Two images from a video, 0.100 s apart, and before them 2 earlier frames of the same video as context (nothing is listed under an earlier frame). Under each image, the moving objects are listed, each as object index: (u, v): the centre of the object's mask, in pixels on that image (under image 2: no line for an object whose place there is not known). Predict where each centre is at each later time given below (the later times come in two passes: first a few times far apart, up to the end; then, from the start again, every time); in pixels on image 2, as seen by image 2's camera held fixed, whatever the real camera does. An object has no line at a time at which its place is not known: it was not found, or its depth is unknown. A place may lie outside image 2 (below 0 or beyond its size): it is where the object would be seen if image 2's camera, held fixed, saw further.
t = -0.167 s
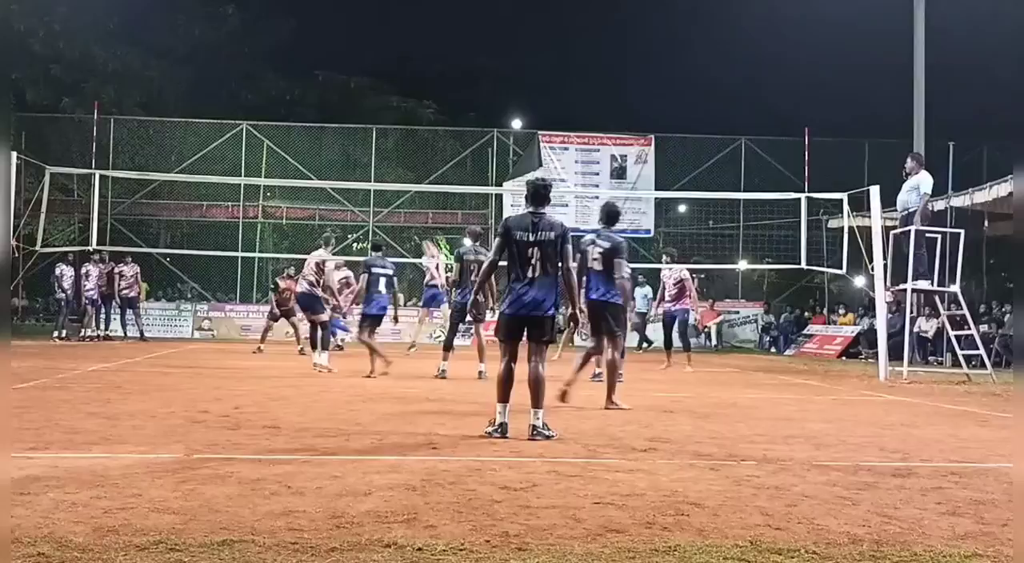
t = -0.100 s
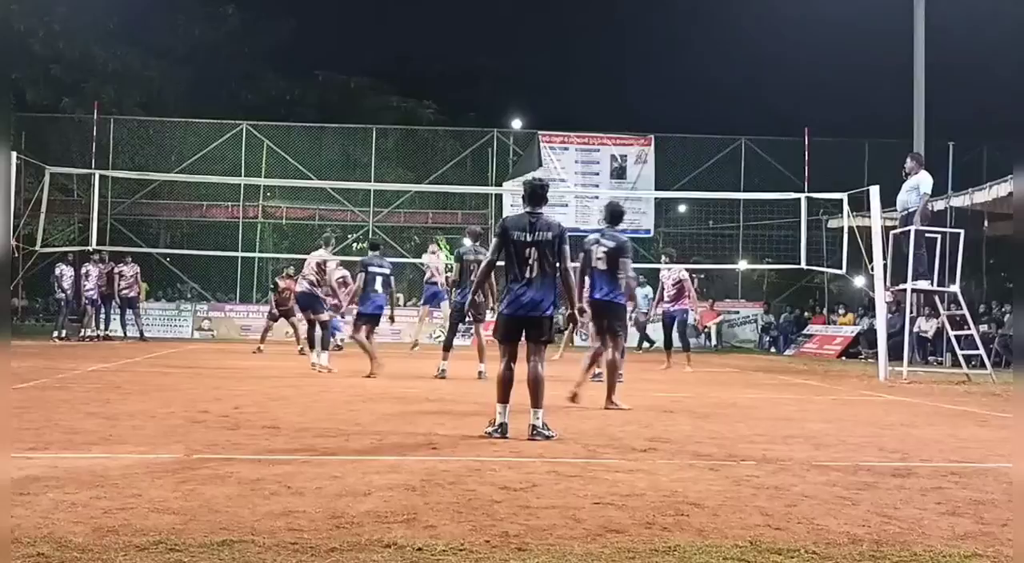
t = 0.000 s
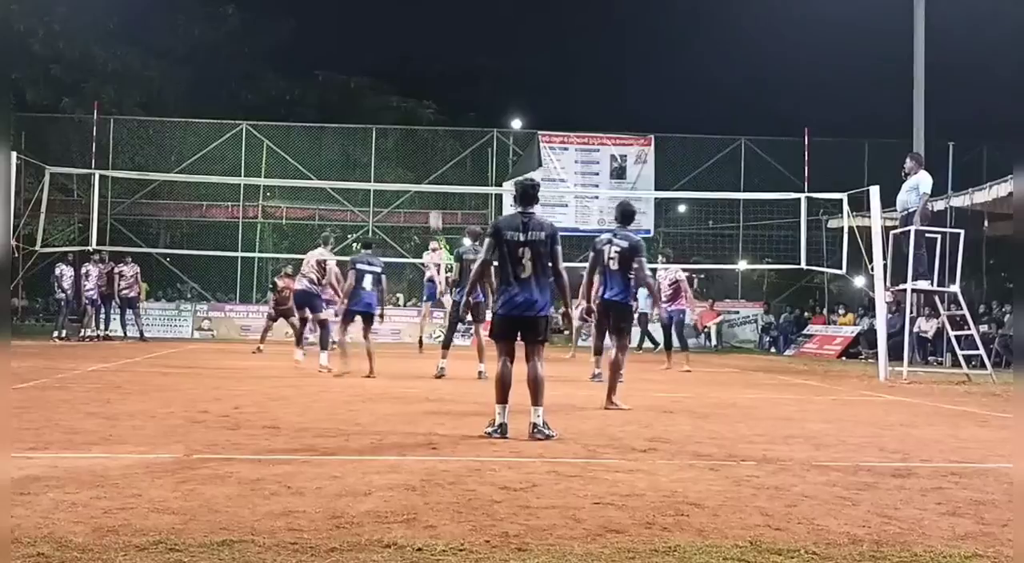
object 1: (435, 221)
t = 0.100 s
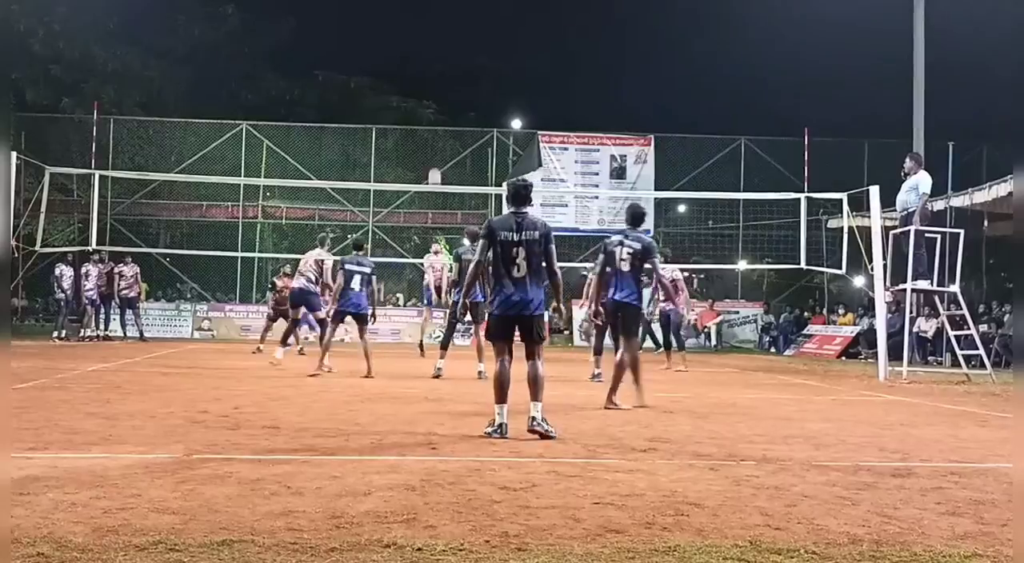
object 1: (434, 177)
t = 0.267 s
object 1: (432, 117)
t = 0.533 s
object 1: (428, 53)
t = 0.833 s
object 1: (423, 27)
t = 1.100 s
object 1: (416, 50)
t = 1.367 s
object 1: (408, 121)
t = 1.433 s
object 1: (406, 146)
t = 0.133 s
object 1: (434, 165)
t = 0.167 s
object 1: (433, 153)
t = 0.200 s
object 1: (433, 141)
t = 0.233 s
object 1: (433, 129)
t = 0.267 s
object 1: (432, 117)
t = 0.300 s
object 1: (431, 108)
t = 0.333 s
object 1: (431, 98)
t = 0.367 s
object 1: (431, 90)
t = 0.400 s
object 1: (430, 81)
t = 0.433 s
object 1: (430, 73)
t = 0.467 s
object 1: (429, 65)
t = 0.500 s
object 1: (429, 59)
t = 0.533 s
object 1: (428, 53)
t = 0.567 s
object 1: (427, 47)
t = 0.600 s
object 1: (427, 42)
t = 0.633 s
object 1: (426, 38)
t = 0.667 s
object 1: (426, 35)
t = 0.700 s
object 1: (425, 32)
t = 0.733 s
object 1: (424, 30)
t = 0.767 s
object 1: (424, 28)
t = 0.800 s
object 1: (423, 27)
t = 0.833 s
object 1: (423, 27)
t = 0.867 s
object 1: (422, 28)
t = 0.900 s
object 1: (421, 29)
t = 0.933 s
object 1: (420, 30)
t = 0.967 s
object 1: (419, 33)
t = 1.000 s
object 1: (419, 36)
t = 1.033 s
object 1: (418, 41)
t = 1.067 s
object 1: (417, 45)
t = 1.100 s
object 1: (416, 50)
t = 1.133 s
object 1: (415, 57)
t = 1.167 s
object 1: (414, 64)
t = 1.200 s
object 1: (413, 72)
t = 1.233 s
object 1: (412, 80)
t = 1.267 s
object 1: (411, 89)
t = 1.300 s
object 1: (410, 99)
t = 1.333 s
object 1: (409, 110)
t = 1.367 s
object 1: (408, 121)
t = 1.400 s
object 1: (407, 133)
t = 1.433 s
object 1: (406, 146)
